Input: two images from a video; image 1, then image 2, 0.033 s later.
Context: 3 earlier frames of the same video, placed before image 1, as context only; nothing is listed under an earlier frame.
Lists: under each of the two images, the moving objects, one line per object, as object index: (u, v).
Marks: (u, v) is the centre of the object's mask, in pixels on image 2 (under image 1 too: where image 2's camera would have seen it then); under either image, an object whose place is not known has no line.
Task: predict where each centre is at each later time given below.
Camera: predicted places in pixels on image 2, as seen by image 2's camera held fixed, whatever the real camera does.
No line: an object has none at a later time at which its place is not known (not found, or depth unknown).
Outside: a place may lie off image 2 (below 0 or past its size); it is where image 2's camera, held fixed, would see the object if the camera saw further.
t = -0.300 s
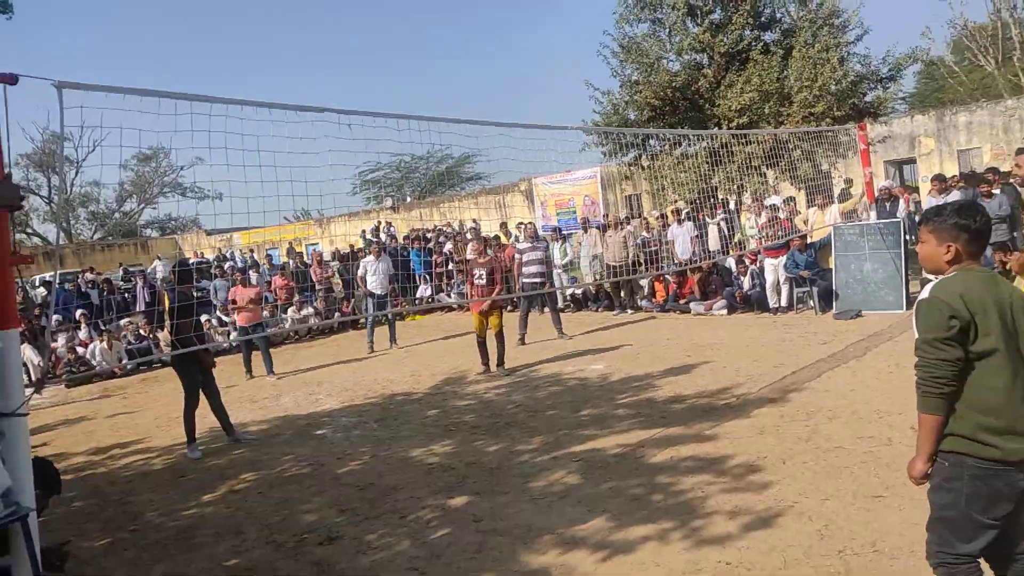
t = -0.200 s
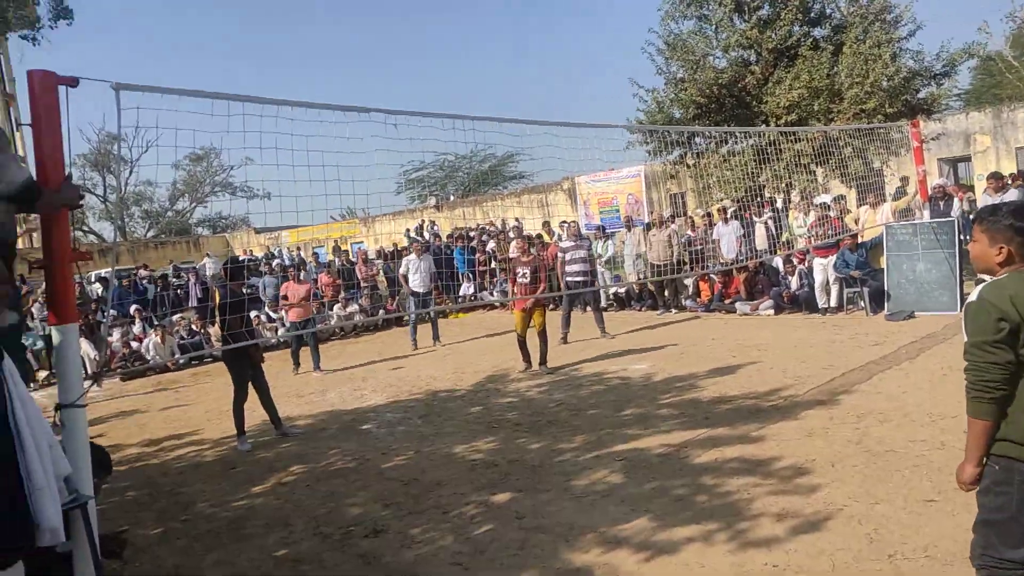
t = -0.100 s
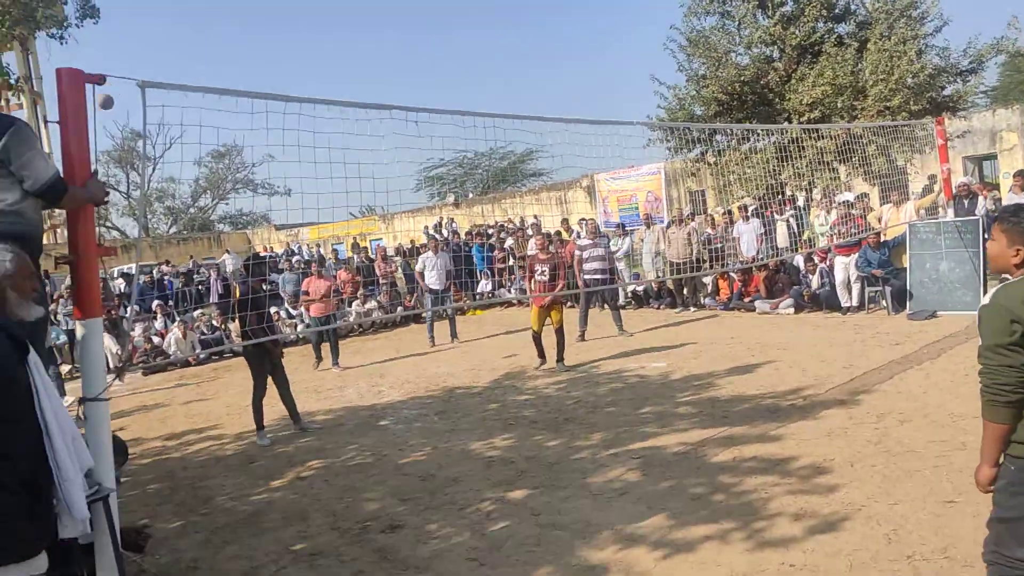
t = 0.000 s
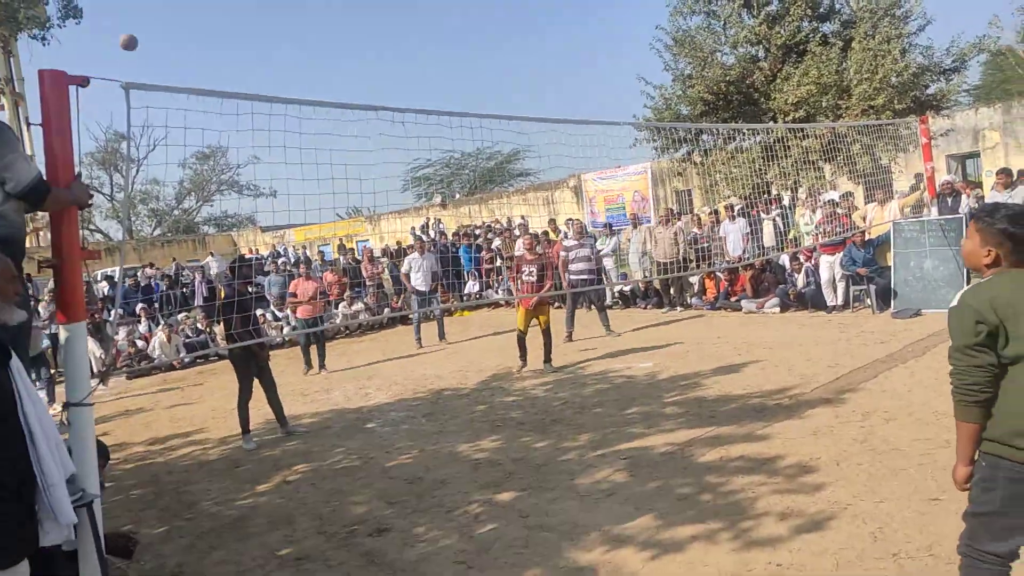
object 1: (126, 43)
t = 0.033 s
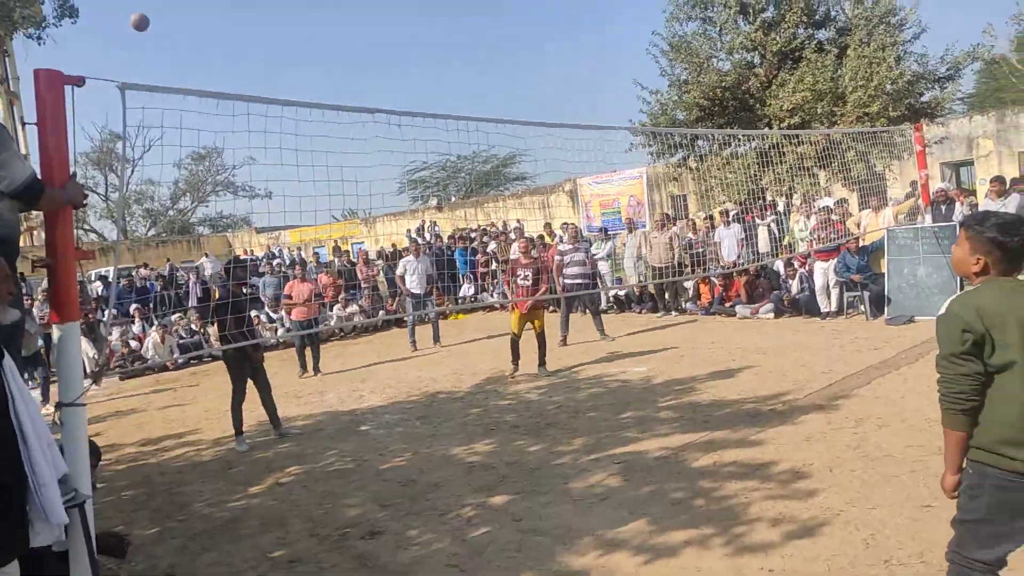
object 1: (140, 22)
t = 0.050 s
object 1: (148, 11)
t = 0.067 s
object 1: (158, 2)
